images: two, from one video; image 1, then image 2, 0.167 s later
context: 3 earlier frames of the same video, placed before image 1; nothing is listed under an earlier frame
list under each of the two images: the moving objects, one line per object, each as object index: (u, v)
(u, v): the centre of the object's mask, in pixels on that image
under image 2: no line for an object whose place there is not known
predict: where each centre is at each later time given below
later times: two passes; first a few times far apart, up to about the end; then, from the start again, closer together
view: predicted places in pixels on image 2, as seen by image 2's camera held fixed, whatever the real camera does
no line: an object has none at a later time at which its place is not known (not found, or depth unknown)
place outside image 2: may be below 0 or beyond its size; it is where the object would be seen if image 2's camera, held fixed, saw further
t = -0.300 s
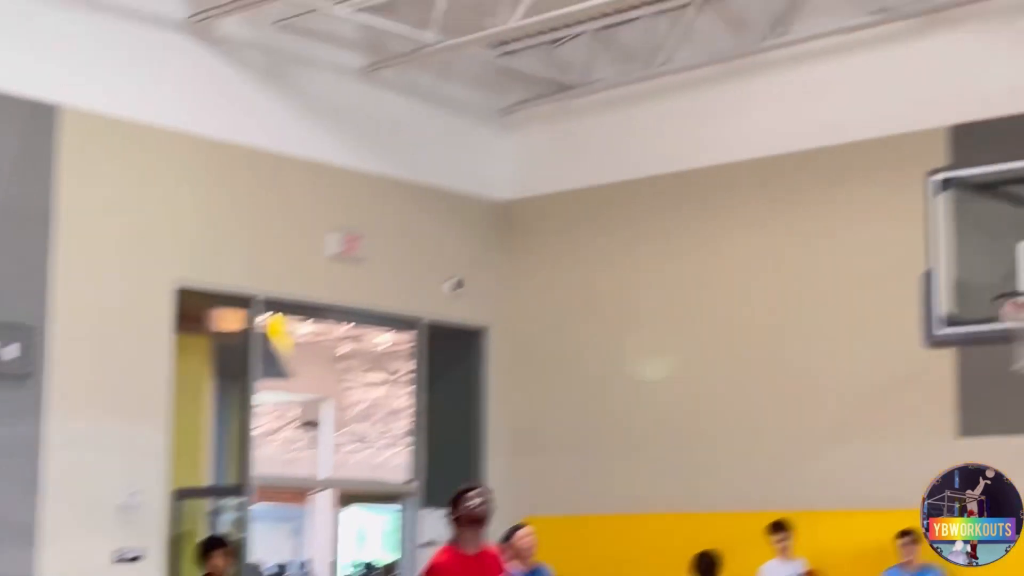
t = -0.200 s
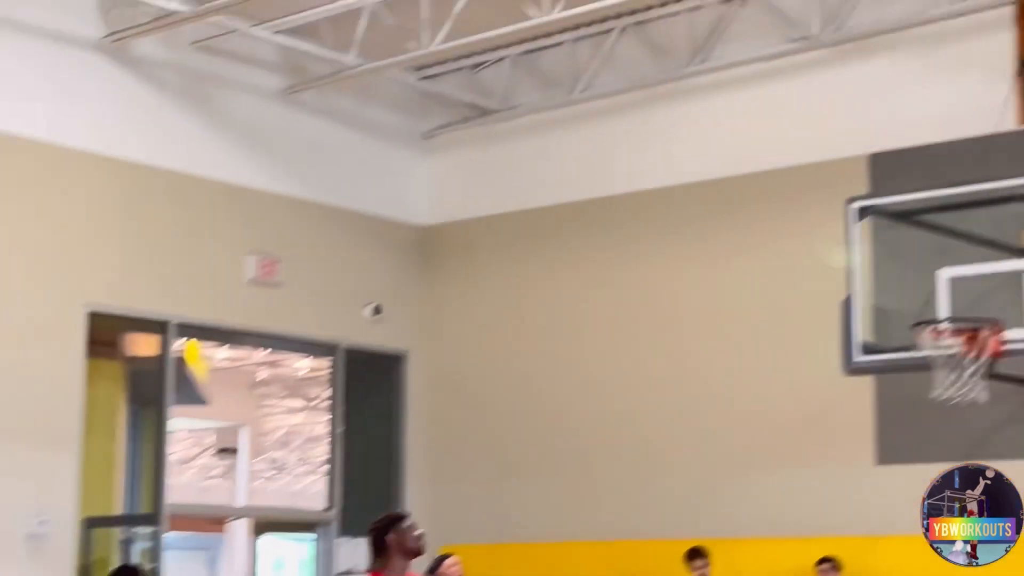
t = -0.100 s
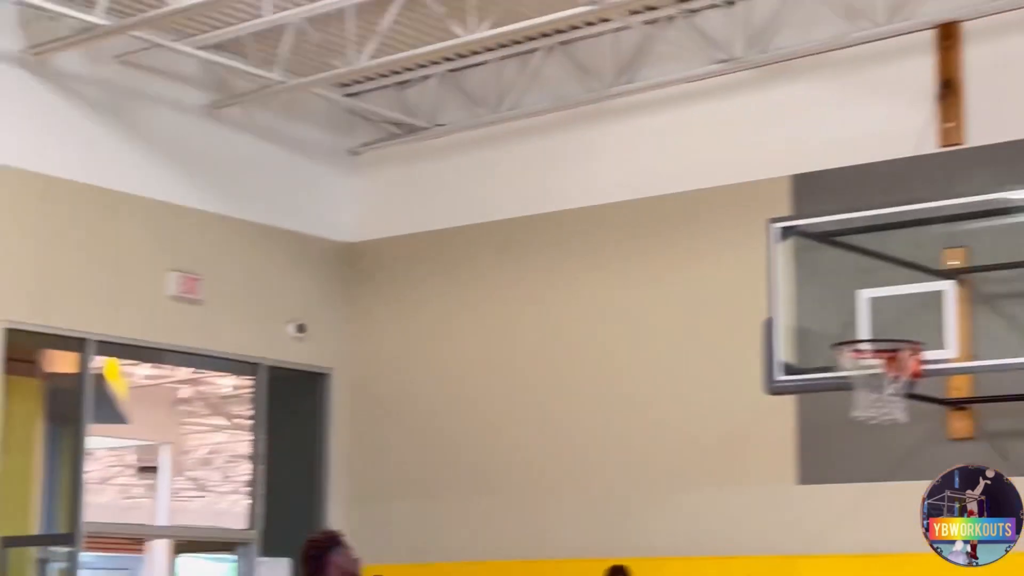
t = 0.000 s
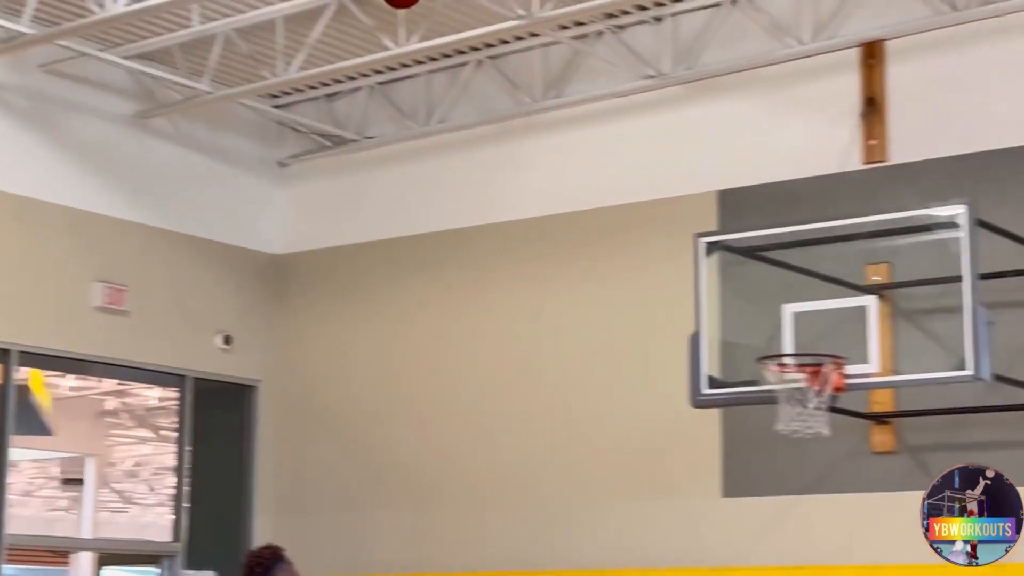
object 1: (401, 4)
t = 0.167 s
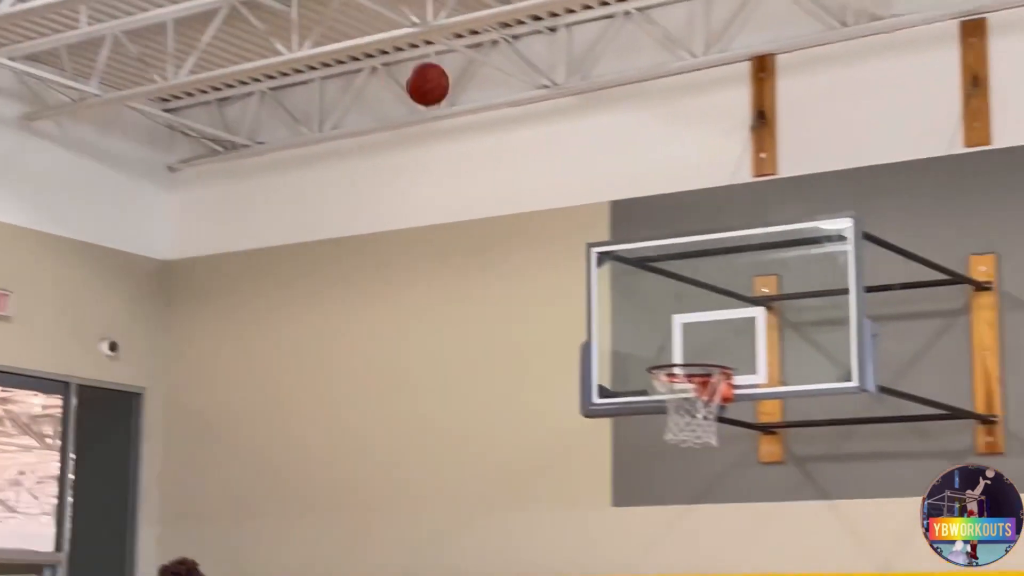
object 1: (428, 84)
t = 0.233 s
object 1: (476, 131)
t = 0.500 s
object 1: (647, 348)
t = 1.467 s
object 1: (781, 306)
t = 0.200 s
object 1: (452, 106)
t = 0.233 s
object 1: (476, 131)
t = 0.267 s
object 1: (499, 156)
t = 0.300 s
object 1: (523, 183)
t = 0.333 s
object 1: (546, 211)
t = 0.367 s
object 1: (568, 240)
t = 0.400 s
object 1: (590, 271)
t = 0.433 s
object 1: (613, 303)
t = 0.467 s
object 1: (634, 336)
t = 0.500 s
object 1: (647, 348)
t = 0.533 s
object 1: (651, 325)
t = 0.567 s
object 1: (655, 304)
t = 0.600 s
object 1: (659, 286)
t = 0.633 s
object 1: (663, 269)
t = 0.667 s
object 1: (667, 255)
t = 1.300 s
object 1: (750, 252)
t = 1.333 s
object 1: (756, 263)
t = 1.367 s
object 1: (762, 269)
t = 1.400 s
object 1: (768, 279)
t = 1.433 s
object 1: (774, 292)
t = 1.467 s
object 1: (781, 306)
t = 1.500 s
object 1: (787, 322)
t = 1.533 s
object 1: (792, 339)
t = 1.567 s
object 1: (799, 357)
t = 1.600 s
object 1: (805, 373)
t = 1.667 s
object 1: (815, 412)
